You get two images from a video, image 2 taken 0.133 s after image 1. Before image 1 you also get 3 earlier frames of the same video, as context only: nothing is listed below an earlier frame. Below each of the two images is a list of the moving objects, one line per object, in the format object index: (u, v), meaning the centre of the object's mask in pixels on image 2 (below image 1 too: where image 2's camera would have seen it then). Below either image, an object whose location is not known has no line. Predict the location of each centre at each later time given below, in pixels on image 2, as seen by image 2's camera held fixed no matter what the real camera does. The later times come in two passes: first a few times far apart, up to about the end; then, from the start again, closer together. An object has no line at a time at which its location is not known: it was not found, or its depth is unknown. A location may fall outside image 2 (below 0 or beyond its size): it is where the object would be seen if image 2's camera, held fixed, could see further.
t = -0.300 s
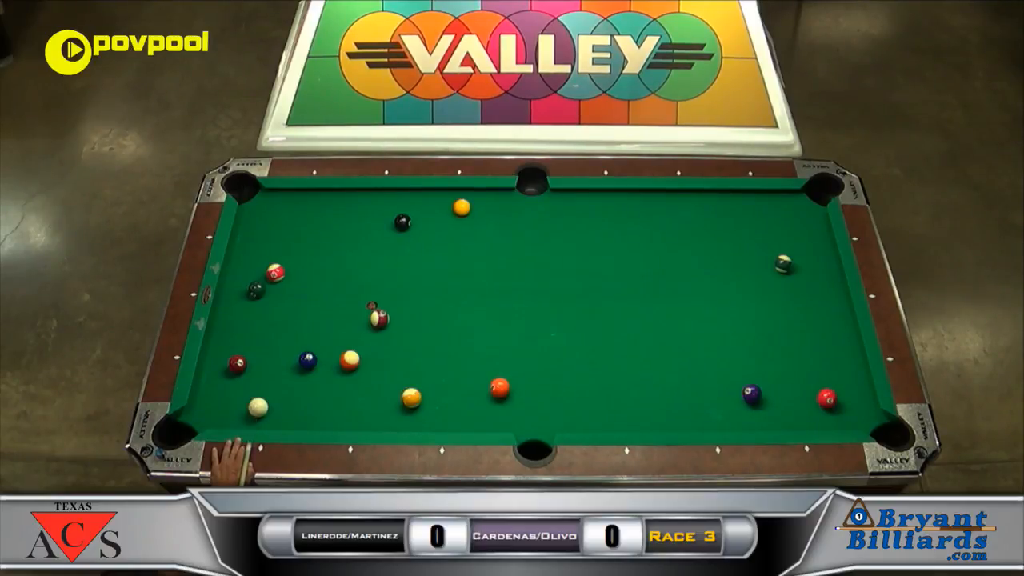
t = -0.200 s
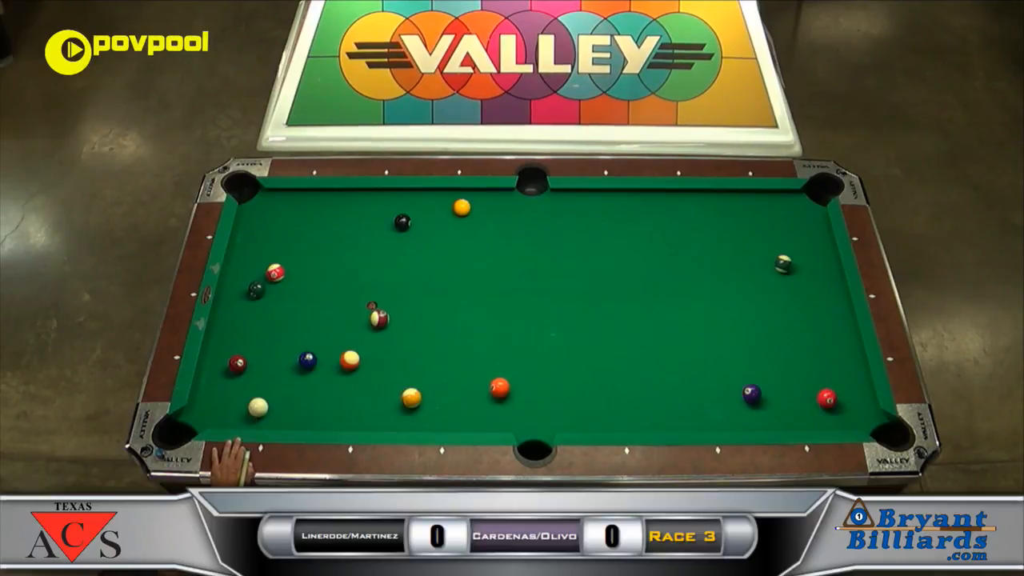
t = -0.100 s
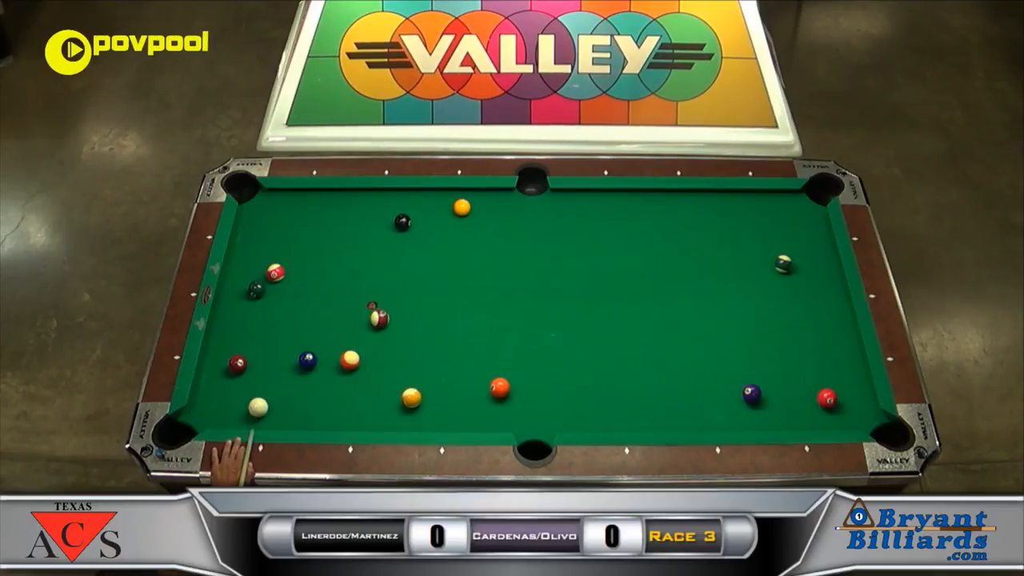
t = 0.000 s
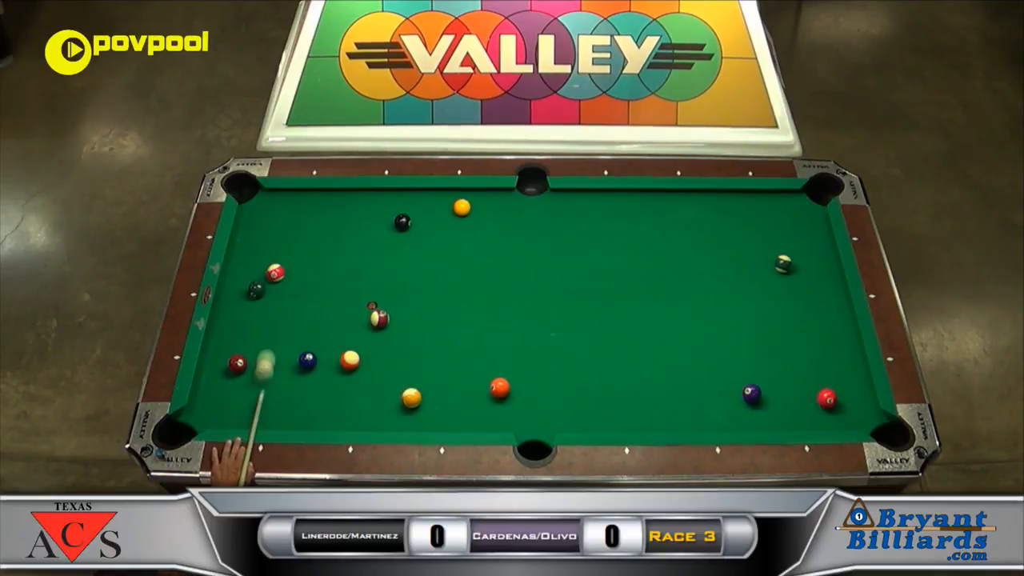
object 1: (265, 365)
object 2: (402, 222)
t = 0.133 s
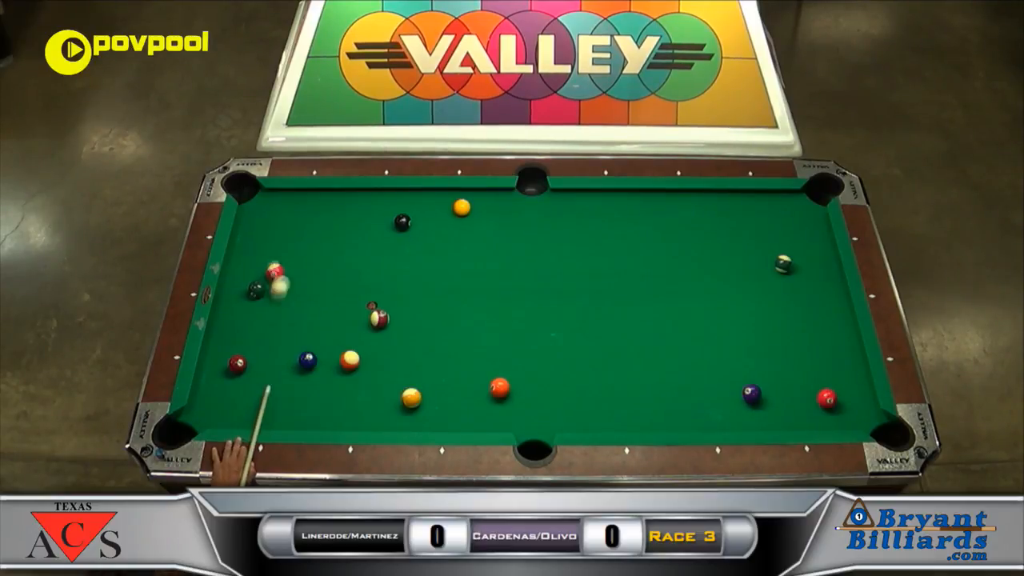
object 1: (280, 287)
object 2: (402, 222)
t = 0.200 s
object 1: (294, 278)
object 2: (402, 222)
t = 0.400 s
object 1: (332, 246)
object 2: (402, 222)
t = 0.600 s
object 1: (368, 213)
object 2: (402, 222)
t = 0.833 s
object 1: (398, 203)
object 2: (402, 222)
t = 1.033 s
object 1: (416, 213)
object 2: (402, 230)
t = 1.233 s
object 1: (435, 218)
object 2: (401, 240)
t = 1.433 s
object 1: (452, 222)
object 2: (400, 250)
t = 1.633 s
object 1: (469, 227)
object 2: (400, 259)
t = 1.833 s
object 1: (485, 231)
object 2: (400, 267)
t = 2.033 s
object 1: (500, 235)
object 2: (400, 275)
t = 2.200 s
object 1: (514, 239)
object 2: (400, 282)
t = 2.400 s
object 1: (528, 242)
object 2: (400, 289)
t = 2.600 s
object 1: (540, 245)
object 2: (401, 294)
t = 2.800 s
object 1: (551, 248)
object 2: (401, 298)
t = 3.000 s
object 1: (561, 250)
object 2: (403, 302)
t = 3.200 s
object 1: (570, 252)
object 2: (404, 304)
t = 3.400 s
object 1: (578, 254)
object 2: (406, 306)
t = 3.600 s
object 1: (584, 256)
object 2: (407, 306)
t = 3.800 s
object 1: (590, 258)
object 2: (407, 306)
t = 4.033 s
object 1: (595, 260)
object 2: (407, 306)
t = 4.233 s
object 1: (598, 261)
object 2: (407, 306)
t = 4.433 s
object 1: (600, 262)
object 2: (407, 306)
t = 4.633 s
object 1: (600, 263)
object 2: (406, 306)
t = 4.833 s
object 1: (601, 263)
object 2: (407, 306)
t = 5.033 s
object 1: (601, 263)
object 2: (407, 306)
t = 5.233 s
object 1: (601, 263)
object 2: (407, 306)
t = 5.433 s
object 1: (601, 263)
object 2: (407, 306)
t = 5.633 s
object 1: (601, 263)
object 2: (407, 306)
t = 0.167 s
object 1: (286, 282)
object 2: (402, 222)
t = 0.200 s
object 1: (294, 278)
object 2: (402, 222)
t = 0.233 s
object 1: (301, 274)
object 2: (402, 222)
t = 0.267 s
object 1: (307, 269)
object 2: (402, 222)
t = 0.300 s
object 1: (314, 264)
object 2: (402, 222)
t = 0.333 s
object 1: (320, 258)
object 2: (402, 222)
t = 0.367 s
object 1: (326, 252)
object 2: (402, 222)
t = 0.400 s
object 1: (332, 246)
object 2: (402, 222)
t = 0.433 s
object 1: (338, 240)
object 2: (402, 222)
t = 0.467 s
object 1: (344, 234)
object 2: (402, 222)
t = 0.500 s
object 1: (350, 229)
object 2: (402, 222)
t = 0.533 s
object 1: (356, 224)
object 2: (402, 222)
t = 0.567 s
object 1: (362, 218)
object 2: (402, 222)
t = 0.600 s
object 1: (368, 213)
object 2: (402, 222)
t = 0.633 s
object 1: (373, 208)
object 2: (402, 222)
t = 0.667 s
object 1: (379, 202)
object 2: (402, 222)
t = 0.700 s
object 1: (384, 197)
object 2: (402, 222)
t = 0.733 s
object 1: (389, 194)
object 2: (402, 222)
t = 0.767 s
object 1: (392, 197)
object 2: (402, 222)
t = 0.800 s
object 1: (395, 200)
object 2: (402, 222)
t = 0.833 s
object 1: (398, 203)
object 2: (402, 222)
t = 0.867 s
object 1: (401, 206)
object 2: (402, 223)
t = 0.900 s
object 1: (404, 208)
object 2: (402, 222)
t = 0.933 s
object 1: (407, 210)
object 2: (402, 224)
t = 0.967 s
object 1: (411, 211)
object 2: (402, 226)
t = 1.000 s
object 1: (413, 212)
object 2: (402, 227)
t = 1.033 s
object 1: (416, 213)
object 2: (402, 230)
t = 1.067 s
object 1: (420, 213)
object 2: (402, 231)
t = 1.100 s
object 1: (423, 214)
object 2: (401, 233)
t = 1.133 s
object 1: (426, 215)
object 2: (402, 235)
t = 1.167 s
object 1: (429, 216)
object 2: (402, 237)
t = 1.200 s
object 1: (432, 217)
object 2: (401, 238)
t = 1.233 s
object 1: (435, 218)
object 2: (401, 240)
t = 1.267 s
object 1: (438, 218)
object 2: (401, 242)
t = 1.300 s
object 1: (440, 219)
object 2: (401, 243)
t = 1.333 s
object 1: (444, 220)
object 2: (401, 245)
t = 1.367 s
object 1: (446, 221)
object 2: (401, 247)
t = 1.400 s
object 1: (449, 222)
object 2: (401, 248)
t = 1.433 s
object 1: (452, 222)
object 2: (400, 250)
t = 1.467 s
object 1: (455, 223)
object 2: (400, 251)
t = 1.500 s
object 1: (458, 224)
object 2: (400, 253)
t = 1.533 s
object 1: (461, 225)
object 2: (400, 255)
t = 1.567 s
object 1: (464, 225)
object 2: (400, 256)
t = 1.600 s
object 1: (466, 226)
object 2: (400, 257)
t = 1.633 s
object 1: (469, 227)
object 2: (400, 259)
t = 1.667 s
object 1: (472, 228)
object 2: (400, 260)
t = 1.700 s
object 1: (474, 228)
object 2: (400, 262)
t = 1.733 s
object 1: (477, 229)
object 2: (400, 263)
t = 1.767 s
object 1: (480, 230)
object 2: (400, 265)
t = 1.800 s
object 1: (482, 230)
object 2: (400, 266)
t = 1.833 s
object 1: (485, 231)
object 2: (400, 267)
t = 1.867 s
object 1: (487, 232)
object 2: (400, 269)
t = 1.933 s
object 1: (493, 233)
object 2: (400, 271)
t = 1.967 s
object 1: (495, 233)
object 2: (400, 273)
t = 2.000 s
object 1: (498, 234)
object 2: (400, 274)
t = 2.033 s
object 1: (500, 235)
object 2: (400, 275)
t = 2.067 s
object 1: (503, 235)
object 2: (400, 277)
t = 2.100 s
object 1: (505, 236)
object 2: (400, 278)
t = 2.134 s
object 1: (510, 237)
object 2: (400, 280)
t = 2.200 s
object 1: (514, 239)
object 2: (400, 282)
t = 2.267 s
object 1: (517, 239)
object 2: (400, 283)
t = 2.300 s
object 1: (521, 240)
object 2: (400, 285)
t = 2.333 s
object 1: (523, 241)
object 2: (400, 286)
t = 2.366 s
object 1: (525, 241)
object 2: (400, 288)
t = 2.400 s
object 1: (528, 242)
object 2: (400, 289)
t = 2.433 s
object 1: (530, 242)
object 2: (400, 289)
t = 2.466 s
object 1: (532, 243)
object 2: (400, 290)
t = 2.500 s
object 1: (534, 243)
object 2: (401, 291)
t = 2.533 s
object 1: (536, 244)
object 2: (401, 292)
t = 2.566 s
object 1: (538, 244)
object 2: (401, 293)
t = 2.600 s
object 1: (540, 245)
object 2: (401, 294)
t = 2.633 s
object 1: (542, 245)
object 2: (401, 294)
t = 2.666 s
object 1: (544, 246)
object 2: (401, 295)
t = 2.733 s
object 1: (547, 247)
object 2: (401, 297)
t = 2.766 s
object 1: (549, 247)
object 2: (401, 297)
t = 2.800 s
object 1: (551, 248)
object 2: (401, 298)
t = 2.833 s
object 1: (553, 248)
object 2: (401, 299)
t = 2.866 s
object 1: (554, 248)
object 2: (402, 299)
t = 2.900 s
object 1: (556, 249)
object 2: (402, 300)
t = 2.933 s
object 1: (558, 249)
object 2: (402, 301)
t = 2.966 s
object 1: (560, 250)
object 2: (402, 301)
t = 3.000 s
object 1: (561, 250)
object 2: (403, 302)
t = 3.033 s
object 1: (563, 250)
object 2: (403, 302)
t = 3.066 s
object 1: (564, 251)
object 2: (403, 303)
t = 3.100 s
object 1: (566, 251)
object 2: (403, 303)
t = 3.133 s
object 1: (567, 251)
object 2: (403, 303)
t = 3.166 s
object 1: (569, 252)
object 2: (404, 304)
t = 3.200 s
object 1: (570, 252)
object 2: (404, 304)
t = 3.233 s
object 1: (571, 252)
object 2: (404, 305)
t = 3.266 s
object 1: (573, 253)
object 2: (404, 305)
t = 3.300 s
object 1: (574, 253)
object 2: (405, 305)
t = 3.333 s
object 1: (575, 254)
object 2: (405, 305)
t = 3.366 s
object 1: (576, 254)
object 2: (405, 306)
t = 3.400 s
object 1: (578, 254)
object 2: (406, 306)
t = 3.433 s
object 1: (579, 254)
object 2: (406, 306)
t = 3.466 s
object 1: (580, 255)
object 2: (406, 306)
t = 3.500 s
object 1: (581, 255)
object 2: (406, 306)
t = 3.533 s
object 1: (582, 256)
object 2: (406, 306)
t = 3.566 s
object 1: (583, 256)
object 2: (407, 306)
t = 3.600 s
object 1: (584, 256)
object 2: (407, 306)
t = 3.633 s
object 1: (585, 257)
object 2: (407, 306)
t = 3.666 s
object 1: (586, 257)
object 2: (407, 306)
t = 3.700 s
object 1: (587, 257)
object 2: (407, 306)
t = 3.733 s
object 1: (588, 257)
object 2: (407, 306)
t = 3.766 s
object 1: (589, 258)
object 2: (407, 306)
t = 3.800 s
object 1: (590, 258)
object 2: (407, 306)
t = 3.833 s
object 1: (591, 258)
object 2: (407, 306)
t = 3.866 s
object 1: (591, 259)
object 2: (407, 306)
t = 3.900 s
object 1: (592, 259)
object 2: (407, 306)
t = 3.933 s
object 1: (593, 259)
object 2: (407, 306)
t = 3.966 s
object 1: (594, 259)
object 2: (407, 306)
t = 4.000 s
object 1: (594, 260)
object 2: (407, 306)
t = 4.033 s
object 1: (595, 260)
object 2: (407, 306)
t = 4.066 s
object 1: (596, 260)
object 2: (407, 306)
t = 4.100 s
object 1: (596, 260)
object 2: (407, 306)
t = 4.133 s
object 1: (597, 261)
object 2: (407, 306)
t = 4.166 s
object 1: (597, 261)
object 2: (407, 306)
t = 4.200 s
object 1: (598, 261)
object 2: (407, 306)
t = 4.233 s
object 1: (598, 261)
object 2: (407, 306)
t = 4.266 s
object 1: (598, 262)
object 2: (407, 306)
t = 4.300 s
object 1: (599, 262)
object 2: (407, 306)
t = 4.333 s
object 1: (599, 262)
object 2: (407, 306)
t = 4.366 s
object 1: (599, 262)
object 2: (407, 306)
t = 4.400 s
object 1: (600, 262)
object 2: (407, 306)
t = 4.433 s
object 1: (600, 262)
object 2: (407, 306)
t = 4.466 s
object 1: (600, 262)
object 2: (407, 306)
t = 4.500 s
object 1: (600, 262)
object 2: (407, 306)
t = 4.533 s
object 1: (600, 262)
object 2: (407, 306)
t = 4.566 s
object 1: (600, 262)
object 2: (406, 306)
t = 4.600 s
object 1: (600, 263)
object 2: (406, 306)
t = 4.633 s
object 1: (600, 263)
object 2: (406, 306)
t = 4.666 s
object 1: (600, 263)
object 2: (407, 306)
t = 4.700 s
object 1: (601, 263)
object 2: (407, 306)
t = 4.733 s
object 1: (601, 263)
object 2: (407, 306)
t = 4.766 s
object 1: (601, 263)
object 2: (407, 306)
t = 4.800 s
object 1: (601, 263)
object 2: (407, 306)
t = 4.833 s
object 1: (601, 263)
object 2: (407, 306)
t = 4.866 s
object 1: (601, 263)
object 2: (407, 306)
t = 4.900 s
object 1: (601, 263)
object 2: (407, 306)
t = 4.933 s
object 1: (601, 263)
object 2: (407, 306)
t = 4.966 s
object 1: (601, 263)
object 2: (407, 306)
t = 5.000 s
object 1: (601, 263)
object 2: (407, 306)
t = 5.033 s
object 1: (601, 263)
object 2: (407, 306)
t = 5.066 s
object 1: (601, 263)
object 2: (407, 306)
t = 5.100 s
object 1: (601, 263)
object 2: (407, 306)
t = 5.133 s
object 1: (601, 263)
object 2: (407, 306)
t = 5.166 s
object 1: (601, 263)
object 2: (407, 306)
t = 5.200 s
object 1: (601, 263)
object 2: (407, 306)
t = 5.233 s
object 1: (601, 263)
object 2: (407, 306)
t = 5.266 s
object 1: (601, 263)
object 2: (407, 306)
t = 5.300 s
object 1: (601, 263)
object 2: (407, 306)
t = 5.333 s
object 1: (601, 263)
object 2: (407, 306)
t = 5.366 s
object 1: (601, 263)
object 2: (407, 306)
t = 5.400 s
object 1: (601, 263)
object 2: (407, 306)
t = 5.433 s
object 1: (601, 263)
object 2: (407, 306)
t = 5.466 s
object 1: (601, 263)
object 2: (407, 306)
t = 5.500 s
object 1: (601, 263)
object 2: (407, 306)
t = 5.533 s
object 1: (601, 263)
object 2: (407, 306)
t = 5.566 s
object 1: (601, 263)
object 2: (407, 306)
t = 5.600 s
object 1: (601, 263)
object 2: (407, 306)
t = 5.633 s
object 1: (601, 263)
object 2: (407, 306)
